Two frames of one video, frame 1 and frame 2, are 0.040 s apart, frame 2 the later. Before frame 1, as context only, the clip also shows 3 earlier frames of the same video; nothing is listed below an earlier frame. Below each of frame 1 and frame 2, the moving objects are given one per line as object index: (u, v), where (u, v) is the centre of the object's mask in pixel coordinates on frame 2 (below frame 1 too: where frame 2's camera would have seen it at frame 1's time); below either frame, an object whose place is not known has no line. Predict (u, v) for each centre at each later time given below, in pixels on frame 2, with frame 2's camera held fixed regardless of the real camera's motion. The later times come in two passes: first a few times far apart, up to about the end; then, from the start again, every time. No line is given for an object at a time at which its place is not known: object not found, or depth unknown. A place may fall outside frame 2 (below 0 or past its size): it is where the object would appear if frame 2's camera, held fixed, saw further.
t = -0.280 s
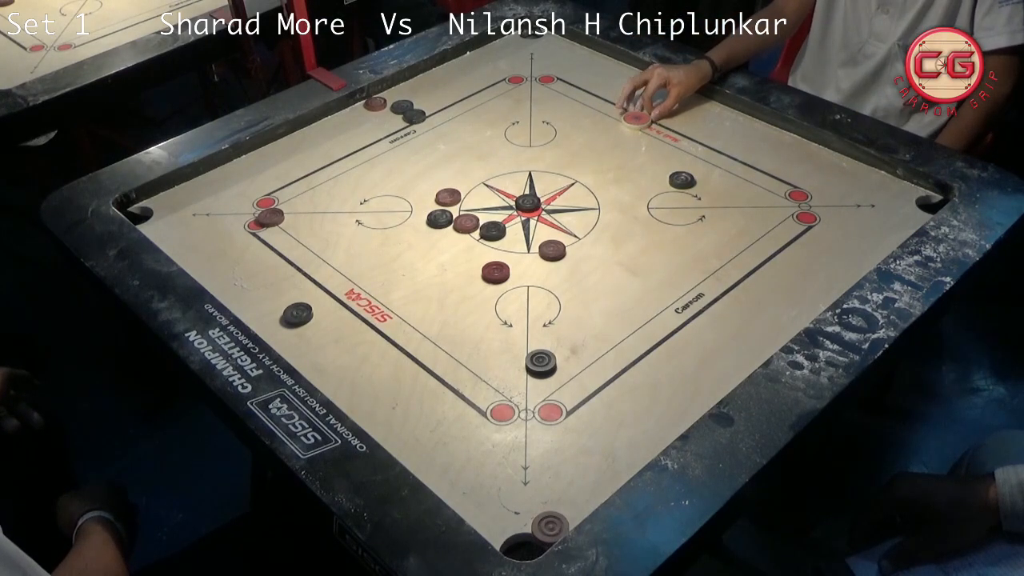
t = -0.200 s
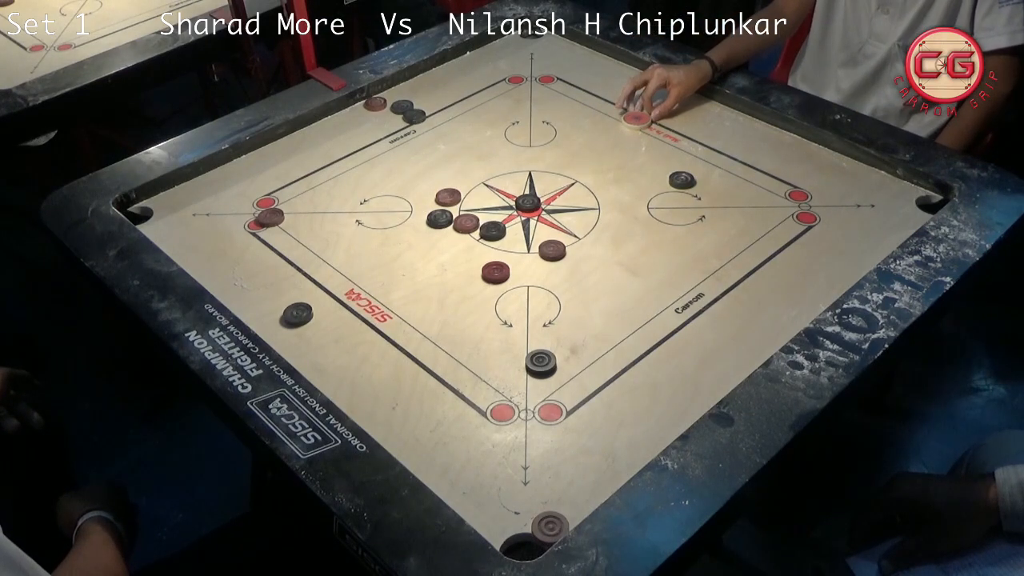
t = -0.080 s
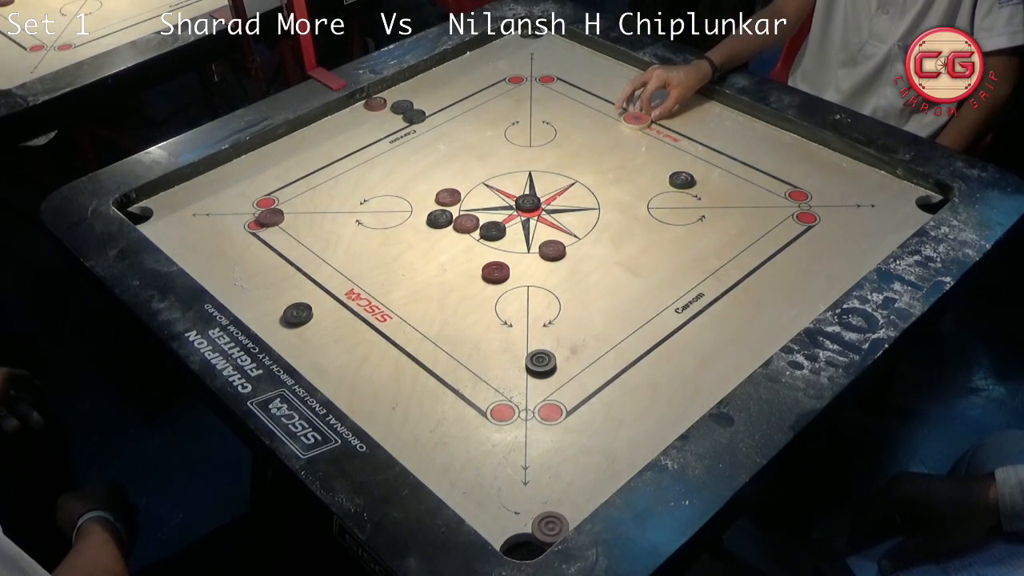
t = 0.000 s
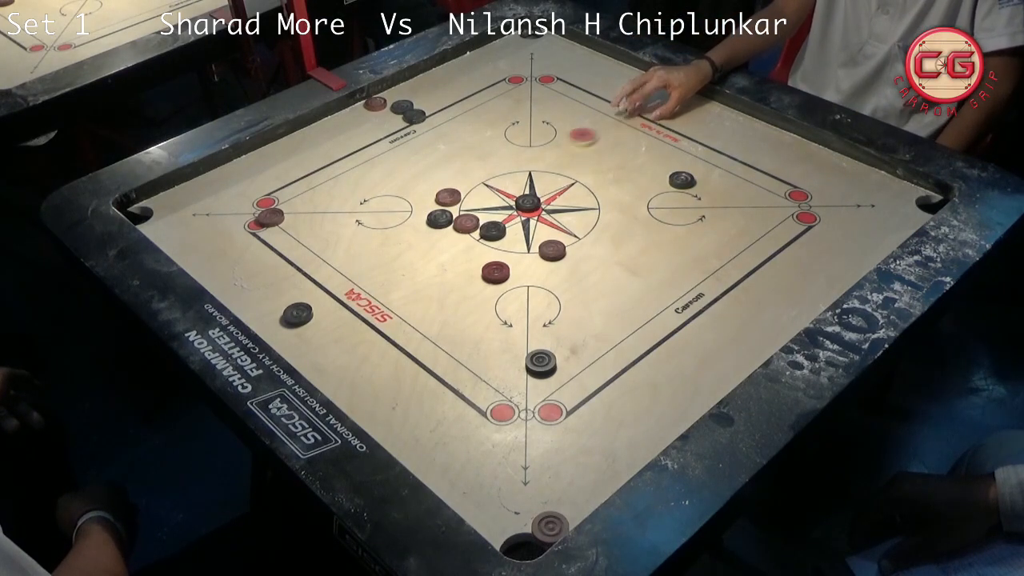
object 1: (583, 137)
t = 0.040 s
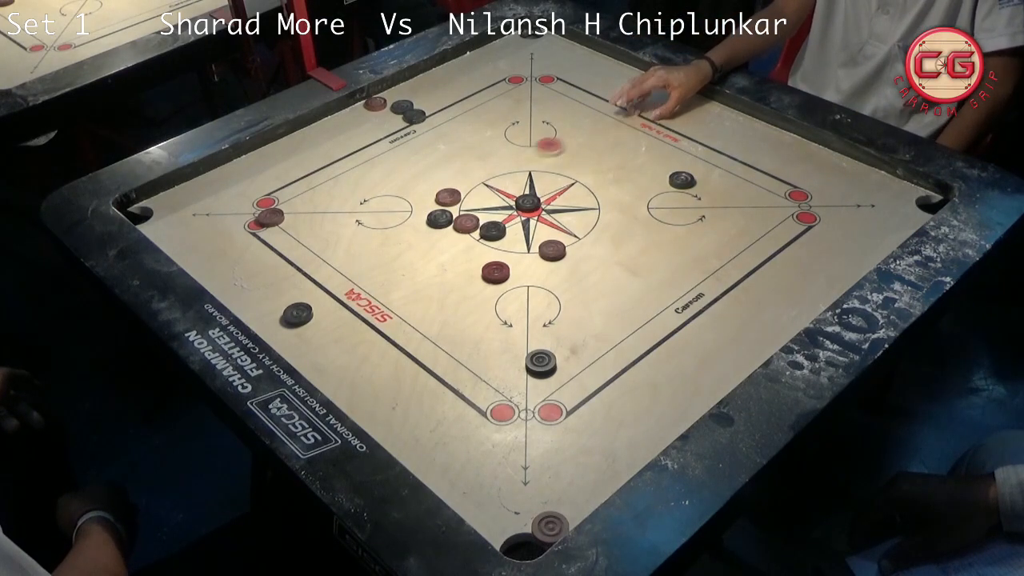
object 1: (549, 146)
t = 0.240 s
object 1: (391, 194)
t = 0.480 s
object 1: (253, 243)
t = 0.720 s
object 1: (201, 267)
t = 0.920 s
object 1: (209, 262)
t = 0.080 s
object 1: (516, 156)
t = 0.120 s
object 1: (485, 166)
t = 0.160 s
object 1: (453, 175)
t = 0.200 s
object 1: (422, 185)
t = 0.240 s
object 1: (391, 194)
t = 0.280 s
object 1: (361, 203)
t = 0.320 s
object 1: (332, 211)
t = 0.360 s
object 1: (304, 220)
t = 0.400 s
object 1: (284, 228)
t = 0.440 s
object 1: (268, 236)
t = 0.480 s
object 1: (253, 243)
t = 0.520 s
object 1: (240, 250)
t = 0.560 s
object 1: (227, 256)
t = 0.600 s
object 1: (217, 260)
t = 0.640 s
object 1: (207, 265)
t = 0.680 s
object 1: (201, 267)
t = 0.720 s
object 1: (201, 267)
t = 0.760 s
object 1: (204, 267)
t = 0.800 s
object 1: (206, 265)
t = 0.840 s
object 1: (208, 262)
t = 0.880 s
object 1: (209, 262)
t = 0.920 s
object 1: (209, 262)
